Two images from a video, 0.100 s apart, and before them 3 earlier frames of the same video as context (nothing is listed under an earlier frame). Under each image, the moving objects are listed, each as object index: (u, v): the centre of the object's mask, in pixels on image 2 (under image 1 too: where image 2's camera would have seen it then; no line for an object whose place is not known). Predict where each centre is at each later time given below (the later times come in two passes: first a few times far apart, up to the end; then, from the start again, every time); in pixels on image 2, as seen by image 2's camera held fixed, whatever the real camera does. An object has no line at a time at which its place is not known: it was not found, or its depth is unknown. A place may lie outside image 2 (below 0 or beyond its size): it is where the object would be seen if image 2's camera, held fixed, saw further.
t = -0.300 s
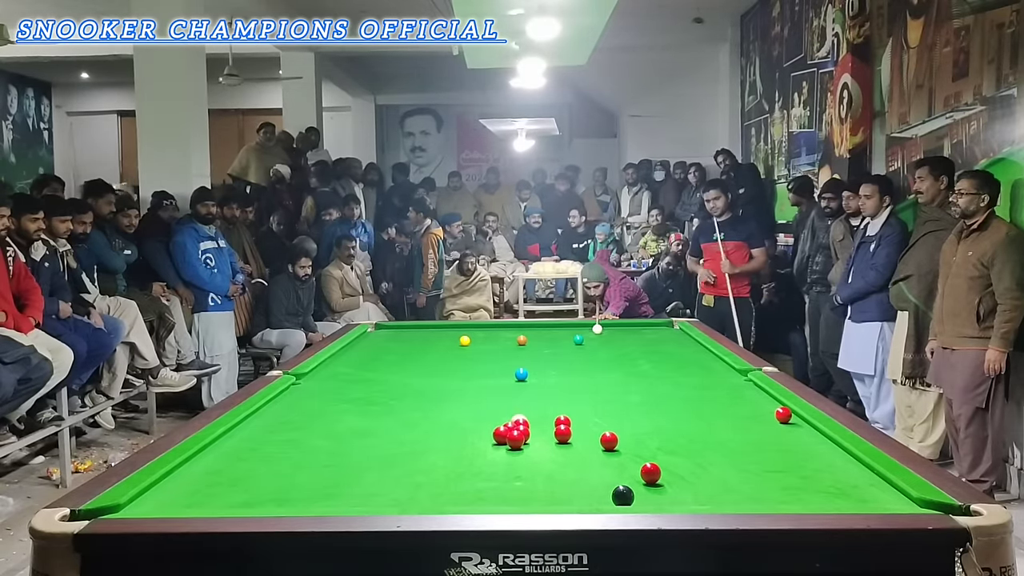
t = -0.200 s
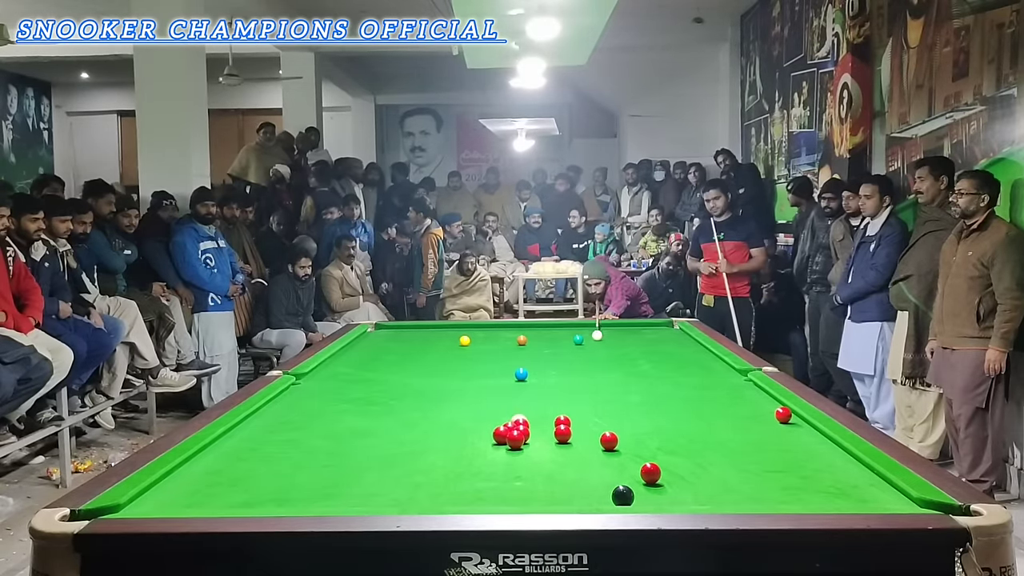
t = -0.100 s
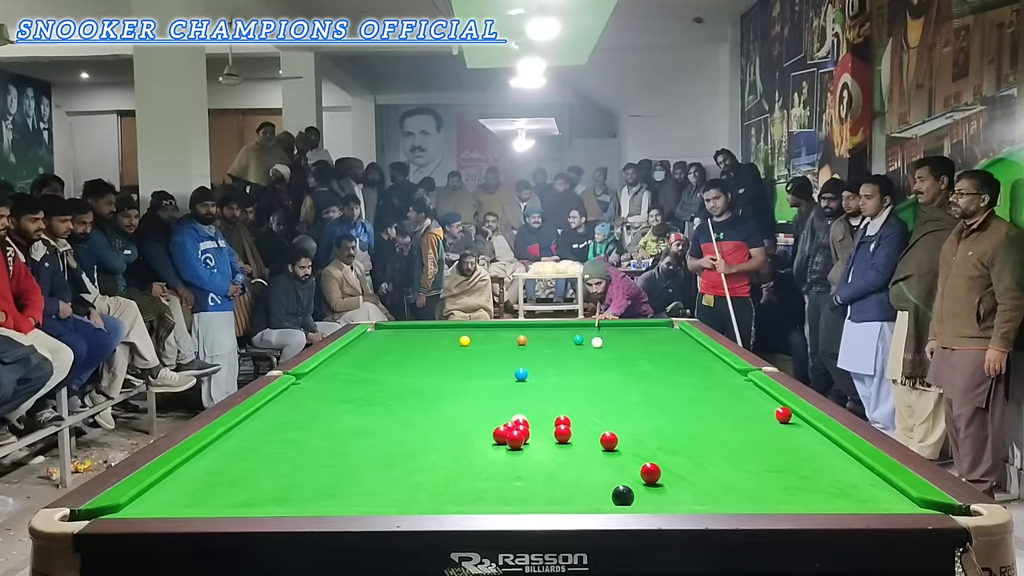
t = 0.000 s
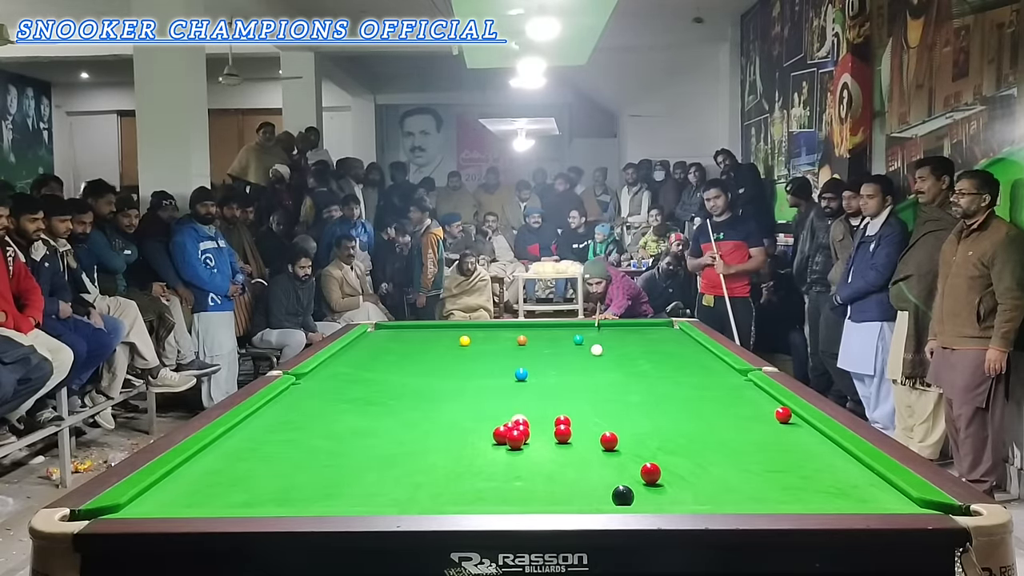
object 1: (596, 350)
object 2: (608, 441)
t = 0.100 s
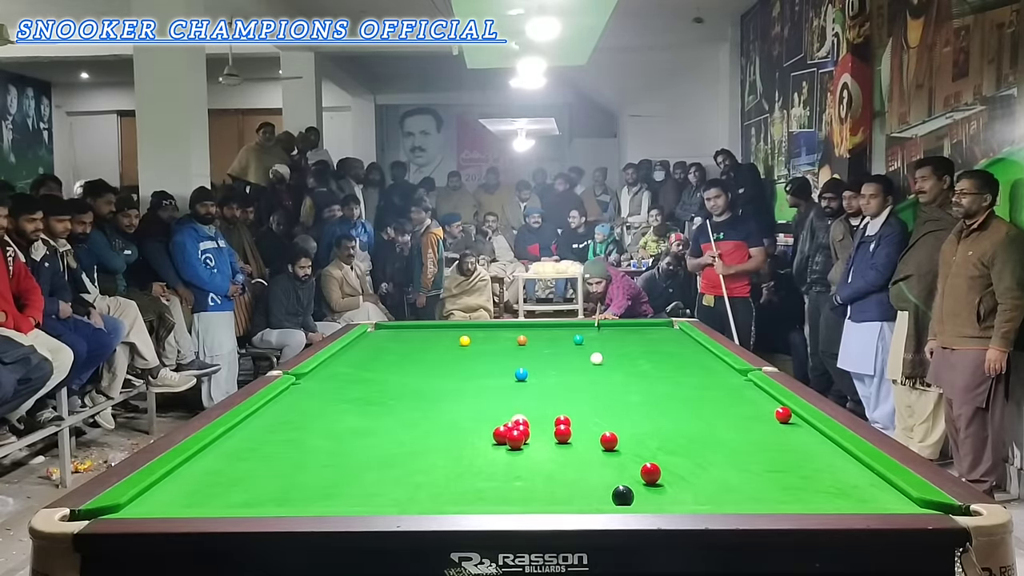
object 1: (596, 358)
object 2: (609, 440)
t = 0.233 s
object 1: (596, 372)
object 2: (609, 440)
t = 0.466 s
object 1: (595, 401)
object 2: (608, 441)
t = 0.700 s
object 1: (583, 441)
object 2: (619, 443)
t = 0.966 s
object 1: (476, 489)
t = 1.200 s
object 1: (403, 486)
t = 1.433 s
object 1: (364, 458)
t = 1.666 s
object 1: (333, 436)
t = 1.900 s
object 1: (308, 418)
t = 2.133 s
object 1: (287, 403)
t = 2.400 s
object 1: (304, 390)
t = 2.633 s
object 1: (336, 381)
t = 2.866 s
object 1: (362, 373)
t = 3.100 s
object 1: (386, 366)
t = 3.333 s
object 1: (406, 359)
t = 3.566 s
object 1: (424, 354)
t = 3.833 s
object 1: (443, 348)
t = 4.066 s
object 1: (457, 344)
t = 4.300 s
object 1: (468, 341)
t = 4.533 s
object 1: (478, 341)
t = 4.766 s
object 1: (486, 340)
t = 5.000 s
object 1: (493, 339)
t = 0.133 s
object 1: (596, 361)
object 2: (609, 441)
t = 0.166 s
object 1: (596, 365)
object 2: (609, 441)
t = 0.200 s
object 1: (596, 368)
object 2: (609, 440)
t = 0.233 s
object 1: (596, 372)
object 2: (609, 440)
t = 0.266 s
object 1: (596, 375)
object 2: (609, 440)
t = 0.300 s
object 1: (596, 379)
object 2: (609, 440)
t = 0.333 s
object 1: (596, 383)
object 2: (608, 441)
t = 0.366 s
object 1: (596, 387)
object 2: (608, 441)
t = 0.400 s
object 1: (595, 392)
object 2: (608, 441)
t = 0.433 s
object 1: (595, 397)
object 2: (608, 441)
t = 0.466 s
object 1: (595, 401)
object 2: (608, 441)
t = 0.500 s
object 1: (595, 406)
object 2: (608, 441)
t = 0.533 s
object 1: (595, 412)
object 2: (608, 441)
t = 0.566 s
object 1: (595, 417)
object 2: (608, 441)
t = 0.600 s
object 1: (594, 423)
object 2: (608, 441)
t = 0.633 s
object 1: (594, 430)
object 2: (609, 441)
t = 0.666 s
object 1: (593, 436)
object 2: (609, 441)
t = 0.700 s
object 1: (583, 441)
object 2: (619, 443)
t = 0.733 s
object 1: (570, 446)
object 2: (632, 445)
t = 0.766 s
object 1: (557, 452)
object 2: (644, 448)
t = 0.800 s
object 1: (545, 457)
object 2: (656, 450)
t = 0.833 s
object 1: (532, 463)
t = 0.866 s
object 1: (519, 469)
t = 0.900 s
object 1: (506, 476)
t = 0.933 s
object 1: (491, 483)
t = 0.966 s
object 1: (476, 489)
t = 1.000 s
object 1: (461, 495)
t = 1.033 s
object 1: (444, 500)
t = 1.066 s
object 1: (429, 502)
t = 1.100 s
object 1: (422, 499)
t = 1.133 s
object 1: (416, 496)
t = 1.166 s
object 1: (409, 491)
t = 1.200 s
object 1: (403, 486)
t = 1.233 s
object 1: (397, 482)
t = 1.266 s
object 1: (391, 478)
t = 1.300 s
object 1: (385, 474)
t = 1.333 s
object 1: (380, 470)
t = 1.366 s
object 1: (375, 466)
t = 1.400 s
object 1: (369, 462)
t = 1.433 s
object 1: (364, 458)
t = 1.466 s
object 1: (359, 455)
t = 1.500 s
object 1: (355, 452)
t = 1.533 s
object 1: (350, 448)
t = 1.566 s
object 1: (346, 445)
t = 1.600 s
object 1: (341, 442)
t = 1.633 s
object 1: (337, 439)
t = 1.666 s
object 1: (333, 436)
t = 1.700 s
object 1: (329, 433)
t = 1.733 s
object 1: (325, 430)
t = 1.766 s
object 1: (322, 428)
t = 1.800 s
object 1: (318, 425)
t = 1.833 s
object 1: (315, 423)
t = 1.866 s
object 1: (311, 420)
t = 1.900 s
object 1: (308, 418)
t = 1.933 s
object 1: (305, 416)
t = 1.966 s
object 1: (301, 414)
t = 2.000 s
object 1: (298, 411)
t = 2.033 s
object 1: (295, 409)
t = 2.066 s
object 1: (292, 407)
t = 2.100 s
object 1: (289, 405)
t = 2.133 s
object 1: (287, 403)
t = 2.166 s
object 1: (284, 401)
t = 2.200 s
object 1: (281, 399)
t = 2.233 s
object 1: (279, 398)
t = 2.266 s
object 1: (284, 396)
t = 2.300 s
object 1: (290, 395)
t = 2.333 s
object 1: (295, 393)
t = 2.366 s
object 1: (300, 392)
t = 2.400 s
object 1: (304, 390)
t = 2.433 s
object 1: (309, 389)
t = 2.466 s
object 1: (314, 387)
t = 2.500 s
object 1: (318, 386)
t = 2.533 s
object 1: (323, 385)
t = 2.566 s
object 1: (327, 384)
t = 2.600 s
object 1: (331, 382)
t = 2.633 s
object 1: (336, 381)
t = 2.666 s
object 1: (339, 380)
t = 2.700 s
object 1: (343, 379)
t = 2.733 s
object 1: (347, 377)
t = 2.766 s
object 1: (351, 376)
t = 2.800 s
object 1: (355, 375)
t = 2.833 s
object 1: (359, 374)
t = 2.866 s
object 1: (362, 373)
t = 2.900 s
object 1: (366, 372)
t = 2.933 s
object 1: (369, 371)
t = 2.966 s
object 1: (373, 370)
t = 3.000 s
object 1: (376, 369)
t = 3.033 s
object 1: (379, 368)
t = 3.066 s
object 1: (382, 367)
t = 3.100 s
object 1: (386, 366)
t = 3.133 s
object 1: (389, 365)
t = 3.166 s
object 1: (392, 364)
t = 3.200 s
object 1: (395, 363)
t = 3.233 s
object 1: (398, 362)
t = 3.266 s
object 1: (401, 361)
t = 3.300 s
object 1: (403, 360)
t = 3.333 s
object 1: (406, 359)
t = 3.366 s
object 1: (409, 359)
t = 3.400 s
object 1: (412, 358)
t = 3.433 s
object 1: (414, 357)
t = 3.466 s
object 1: (417, 356)
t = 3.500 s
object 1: (420, 355)
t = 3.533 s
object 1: (422, 355)
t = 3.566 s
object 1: (424, 354)
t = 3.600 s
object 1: (427, 353)
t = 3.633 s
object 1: (429, 352)
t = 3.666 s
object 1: (432, 352)
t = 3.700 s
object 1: (434, 351)
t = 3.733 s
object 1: (436, 350)
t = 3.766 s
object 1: (439, 350)
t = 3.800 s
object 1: (441, 349)
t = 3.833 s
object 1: (443, 348)
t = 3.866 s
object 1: (445, 348)
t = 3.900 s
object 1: (447, 347)
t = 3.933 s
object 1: (449, 346)
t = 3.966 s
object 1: (451, 346)
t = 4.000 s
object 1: (453, 345)
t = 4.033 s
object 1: (455, 344)
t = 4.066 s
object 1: (457, 344)
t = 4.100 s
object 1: (459, 343)
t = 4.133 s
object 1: (461, 343)
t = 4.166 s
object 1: (463, 342)
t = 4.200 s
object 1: (465, 341)
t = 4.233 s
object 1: (466, 341)
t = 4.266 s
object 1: (466, 341)
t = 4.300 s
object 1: (468, 341)
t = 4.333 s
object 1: (470, 341)
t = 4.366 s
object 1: (472, 341)
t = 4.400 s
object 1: (473, 341)
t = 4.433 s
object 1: (475, 341)
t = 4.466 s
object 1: (476, 341)
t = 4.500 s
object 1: (477, 341)
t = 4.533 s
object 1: (478, 341)
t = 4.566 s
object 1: (479, 340)
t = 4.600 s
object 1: (480, 340)
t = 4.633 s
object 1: (481, 340)
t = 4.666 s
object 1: (482, 340)
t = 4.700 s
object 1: (484, 340)
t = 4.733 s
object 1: (485, 340)
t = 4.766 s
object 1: (486, 340)
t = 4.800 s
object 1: (487, 340)
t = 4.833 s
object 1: (488, 340)
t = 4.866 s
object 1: (489, 340)
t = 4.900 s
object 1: (490, 340)
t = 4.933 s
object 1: (491, 340)
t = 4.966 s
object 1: (492, 340)
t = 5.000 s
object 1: (493, 339)
